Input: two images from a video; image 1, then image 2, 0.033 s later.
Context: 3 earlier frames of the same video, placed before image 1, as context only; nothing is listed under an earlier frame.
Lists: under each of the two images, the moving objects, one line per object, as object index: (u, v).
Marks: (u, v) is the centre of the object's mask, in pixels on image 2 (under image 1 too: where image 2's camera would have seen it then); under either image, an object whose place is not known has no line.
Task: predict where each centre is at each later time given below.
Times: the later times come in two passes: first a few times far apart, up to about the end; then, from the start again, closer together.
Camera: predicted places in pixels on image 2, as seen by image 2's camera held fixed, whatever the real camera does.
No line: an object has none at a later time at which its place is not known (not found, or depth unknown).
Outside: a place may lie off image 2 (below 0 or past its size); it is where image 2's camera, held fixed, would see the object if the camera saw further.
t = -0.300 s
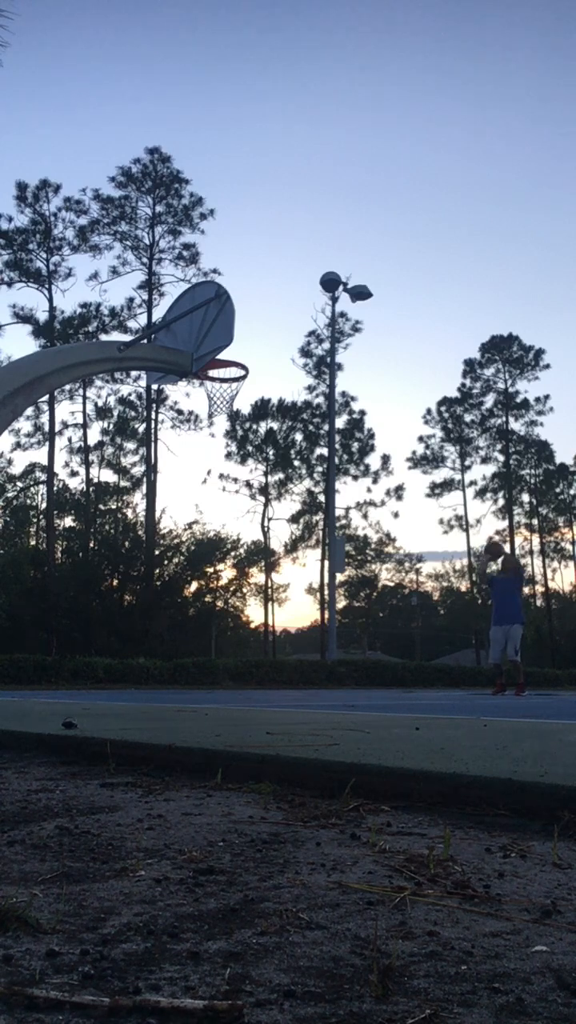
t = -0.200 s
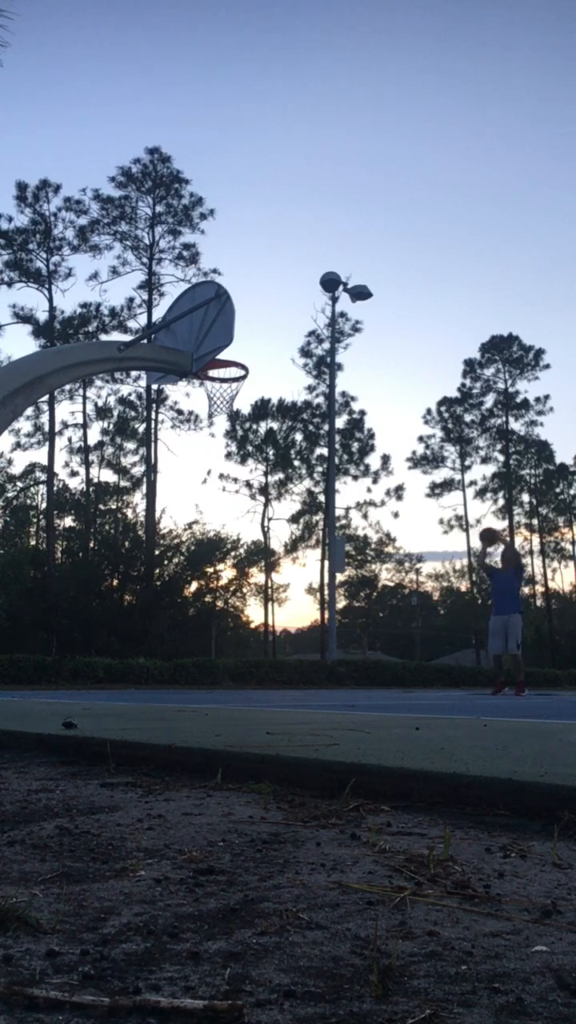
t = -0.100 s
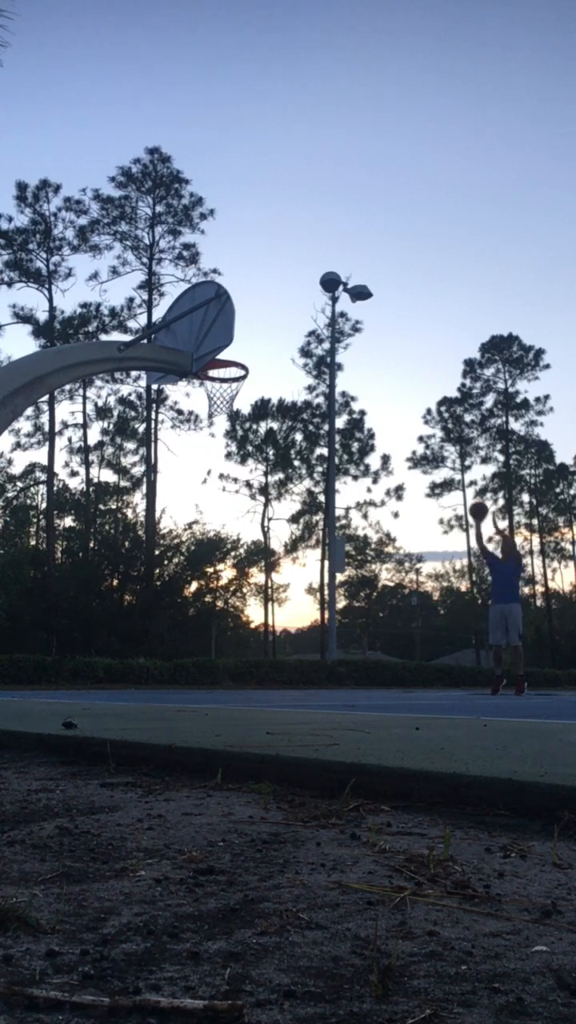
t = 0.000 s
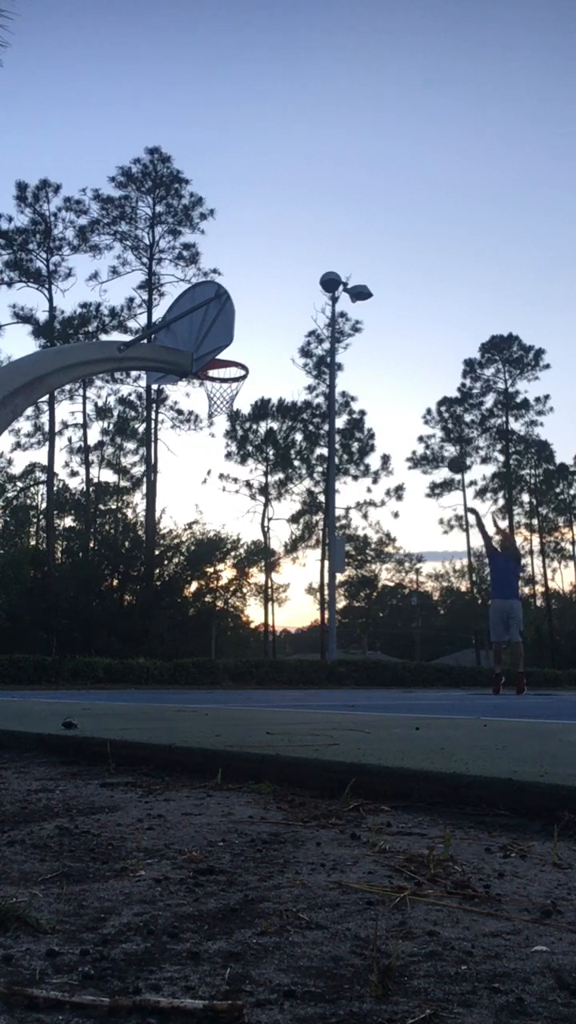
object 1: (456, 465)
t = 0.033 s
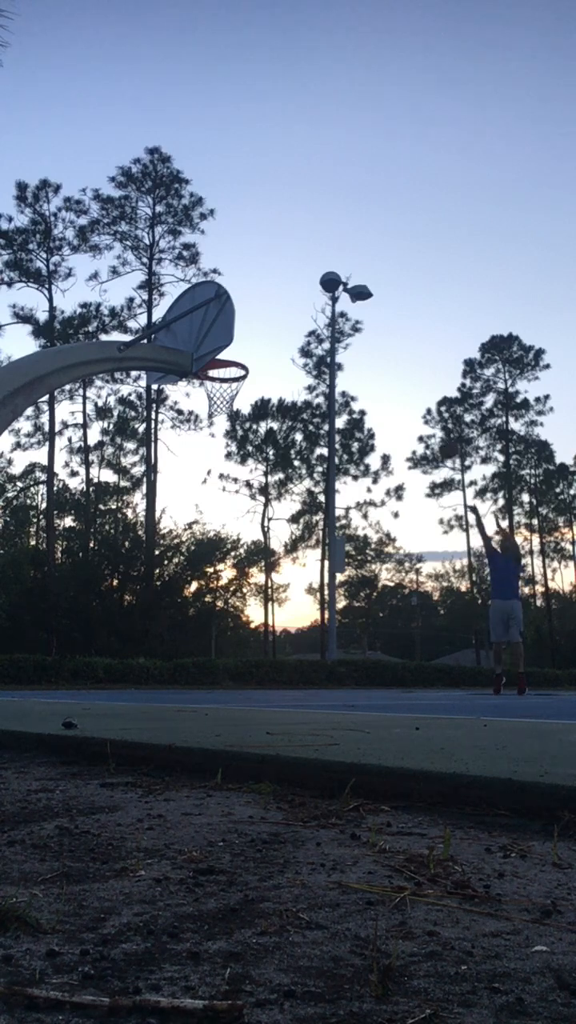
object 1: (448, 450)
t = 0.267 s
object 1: (393, 367)
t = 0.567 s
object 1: (314, 320)
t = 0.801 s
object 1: (242, 337)
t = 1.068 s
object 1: (264, 360)
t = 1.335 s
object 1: (329, 409)
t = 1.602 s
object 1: (384, 507)
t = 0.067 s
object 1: (442, 435)
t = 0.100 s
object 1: (432, 422)
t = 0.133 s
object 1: (425, 410)
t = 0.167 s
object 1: (418, 398)
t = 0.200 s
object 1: (410, 387)
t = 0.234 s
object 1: (401, 377)
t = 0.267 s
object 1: (393, 367)
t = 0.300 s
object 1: (385, 359)
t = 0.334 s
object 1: (377, 351)
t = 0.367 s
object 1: (368, 344)
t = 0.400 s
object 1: (360, 338)
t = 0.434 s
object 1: (351, 332)
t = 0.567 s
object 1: (314, 320)
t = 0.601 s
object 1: (304, 319)
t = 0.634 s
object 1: (294, 319)
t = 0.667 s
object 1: (284, 321)
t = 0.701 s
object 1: (274, 323)
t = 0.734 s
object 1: (263, 326)
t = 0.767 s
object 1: (252, 331)
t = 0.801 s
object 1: (242, 337)
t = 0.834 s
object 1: (233, 346)
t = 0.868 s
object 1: (224, 353)
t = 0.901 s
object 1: (222, 355)
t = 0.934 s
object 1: (229, 353)
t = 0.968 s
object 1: (236, 353)
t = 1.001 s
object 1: (246, 355)
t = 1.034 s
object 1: (255, 358)
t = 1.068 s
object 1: (264, 360)
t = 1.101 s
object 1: (273, 364)
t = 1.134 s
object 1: (281, 368)
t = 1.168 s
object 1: (290, 373)
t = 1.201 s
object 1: (298, 379)
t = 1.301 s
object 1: (320, 401)
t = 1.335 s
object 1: (329, 409)
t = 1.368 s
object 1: (338, 421)
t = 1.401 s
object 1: (345, 430)
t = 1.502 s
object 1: (364, 466)
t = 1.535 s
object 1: (371, 479)
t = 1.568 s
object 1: (377, 493)
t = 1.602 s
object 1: (384, 507)
